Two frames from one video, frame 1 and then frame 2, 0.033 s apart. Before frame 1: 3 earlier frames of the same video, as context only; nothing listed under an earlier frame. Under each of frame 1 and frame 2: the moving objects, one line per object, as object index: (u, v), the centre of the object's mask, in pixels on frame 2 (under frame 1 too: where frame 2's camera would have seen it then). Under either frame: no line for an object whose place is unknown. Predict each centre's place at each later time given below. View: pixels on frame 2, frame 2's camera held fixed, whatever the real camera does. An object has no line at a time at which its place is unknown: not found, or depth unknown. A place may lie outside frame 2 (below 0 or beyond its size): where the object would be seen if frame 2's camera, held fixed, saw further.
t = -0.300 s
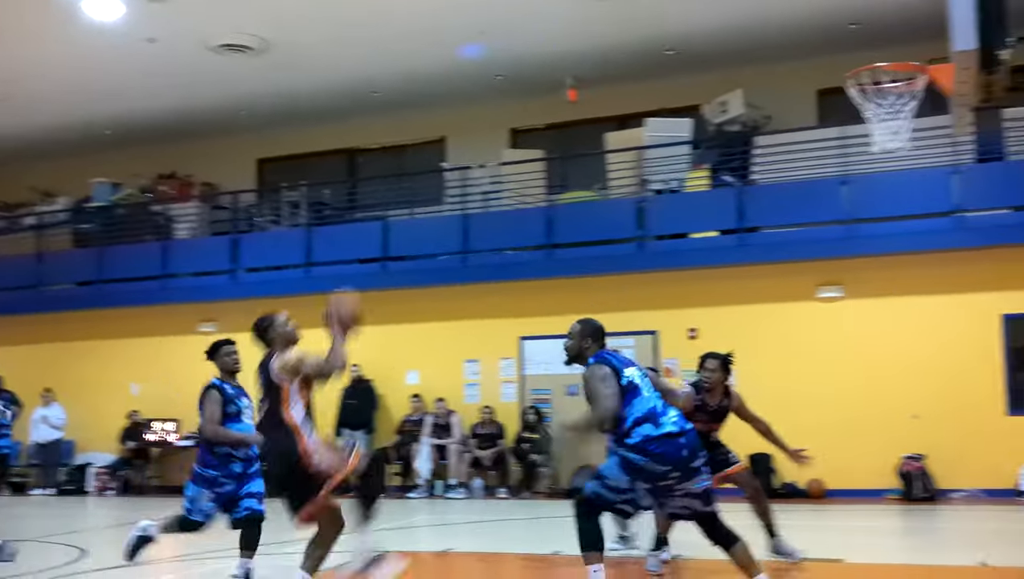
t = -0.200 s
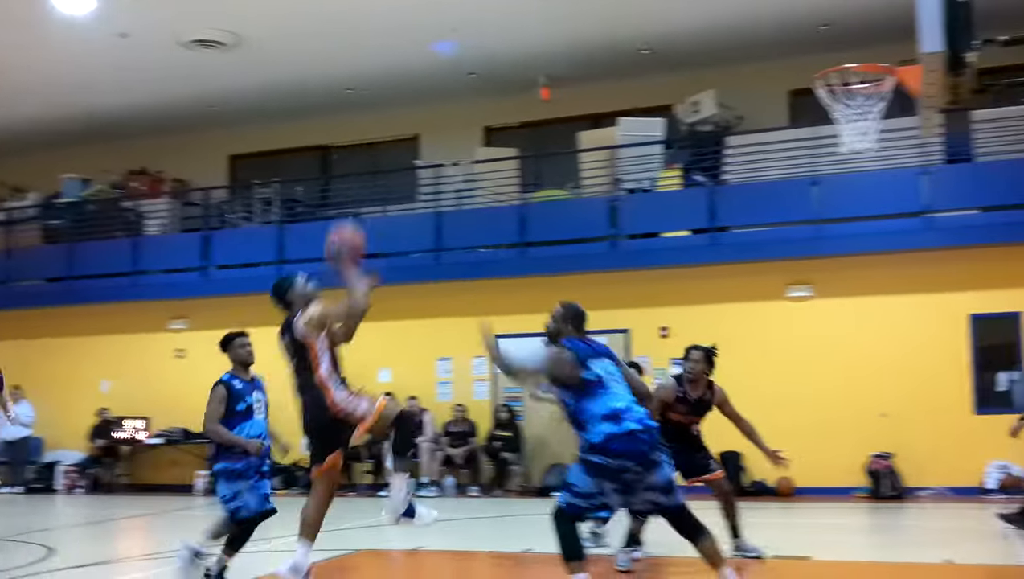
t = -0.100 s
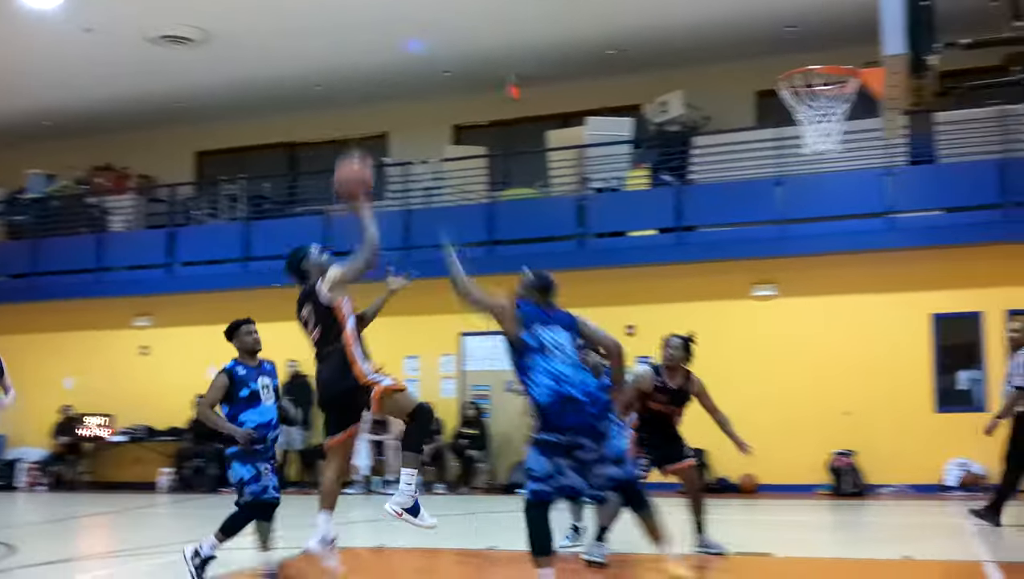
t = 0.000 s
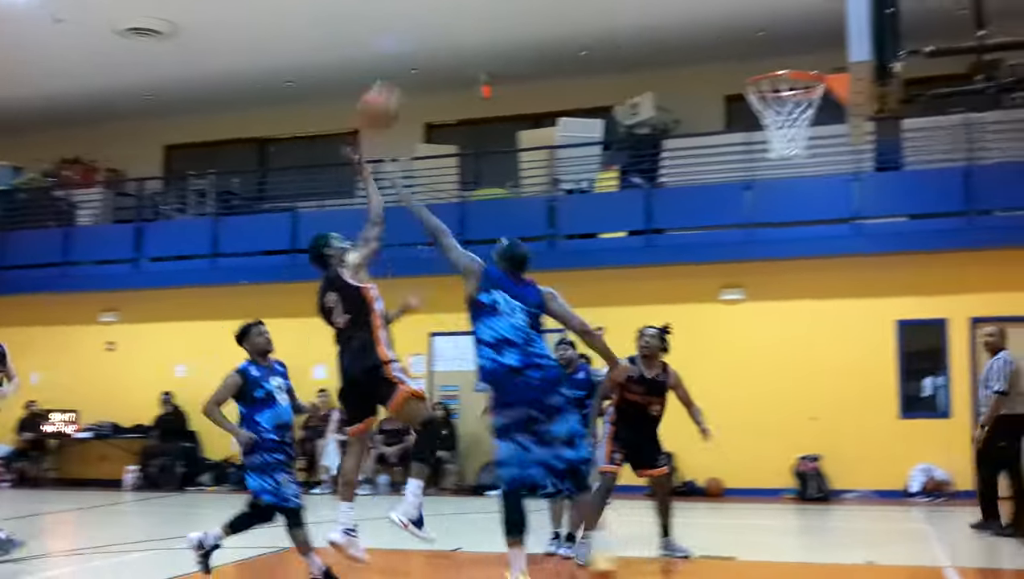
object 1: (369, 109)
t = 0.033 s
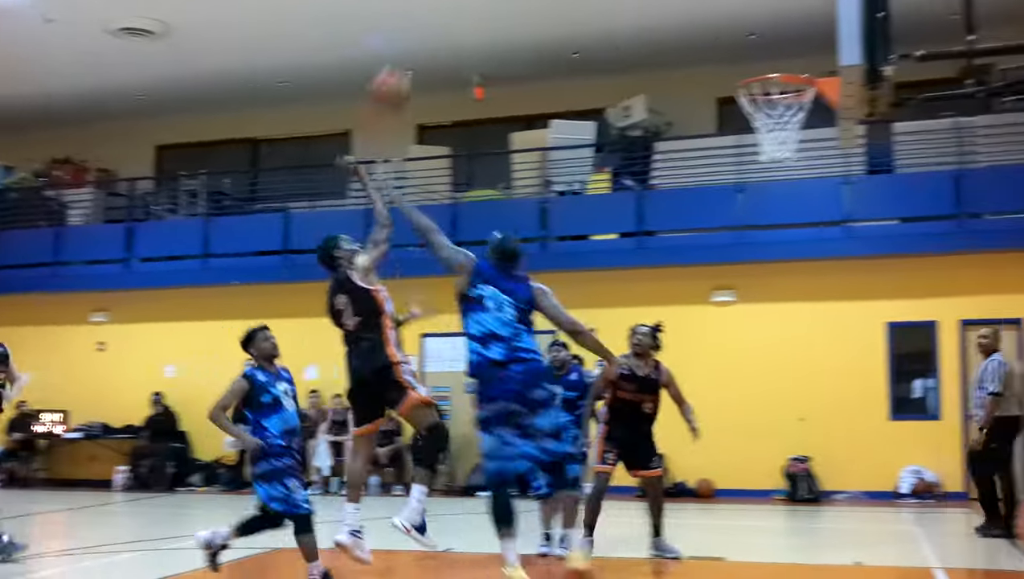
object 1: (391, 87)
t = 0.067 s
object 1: (409, 75)
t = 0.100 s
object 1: (427, 60)
